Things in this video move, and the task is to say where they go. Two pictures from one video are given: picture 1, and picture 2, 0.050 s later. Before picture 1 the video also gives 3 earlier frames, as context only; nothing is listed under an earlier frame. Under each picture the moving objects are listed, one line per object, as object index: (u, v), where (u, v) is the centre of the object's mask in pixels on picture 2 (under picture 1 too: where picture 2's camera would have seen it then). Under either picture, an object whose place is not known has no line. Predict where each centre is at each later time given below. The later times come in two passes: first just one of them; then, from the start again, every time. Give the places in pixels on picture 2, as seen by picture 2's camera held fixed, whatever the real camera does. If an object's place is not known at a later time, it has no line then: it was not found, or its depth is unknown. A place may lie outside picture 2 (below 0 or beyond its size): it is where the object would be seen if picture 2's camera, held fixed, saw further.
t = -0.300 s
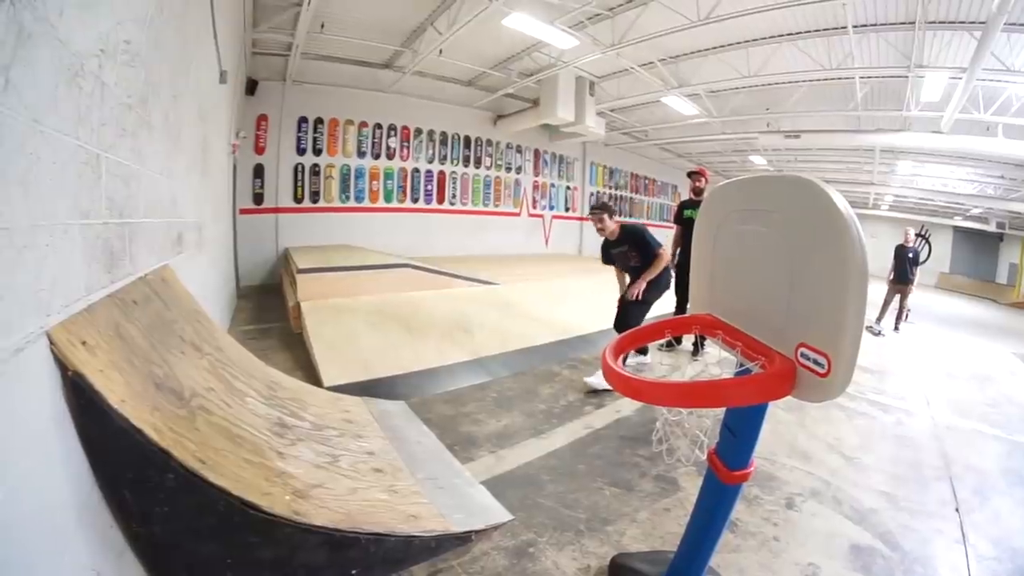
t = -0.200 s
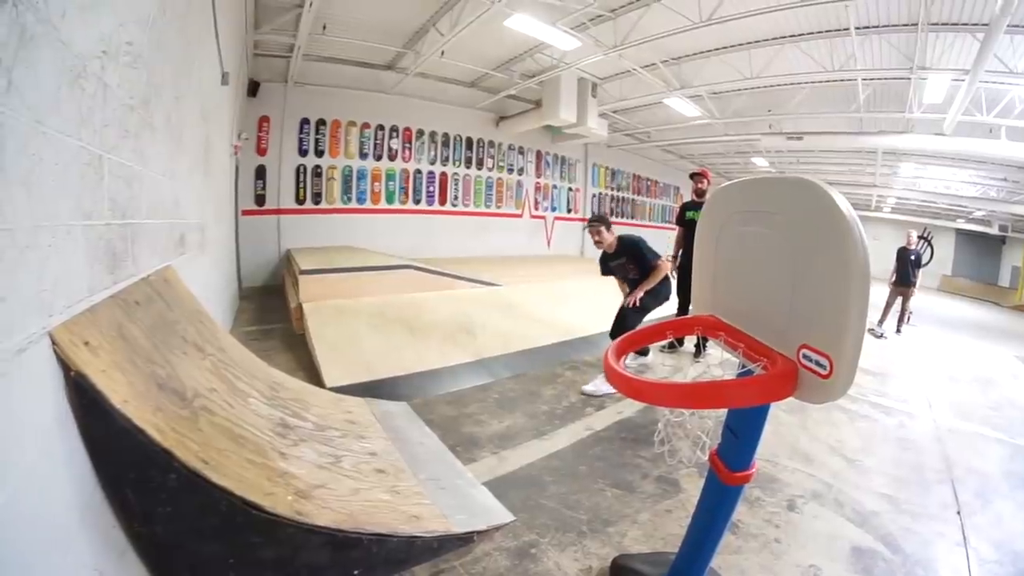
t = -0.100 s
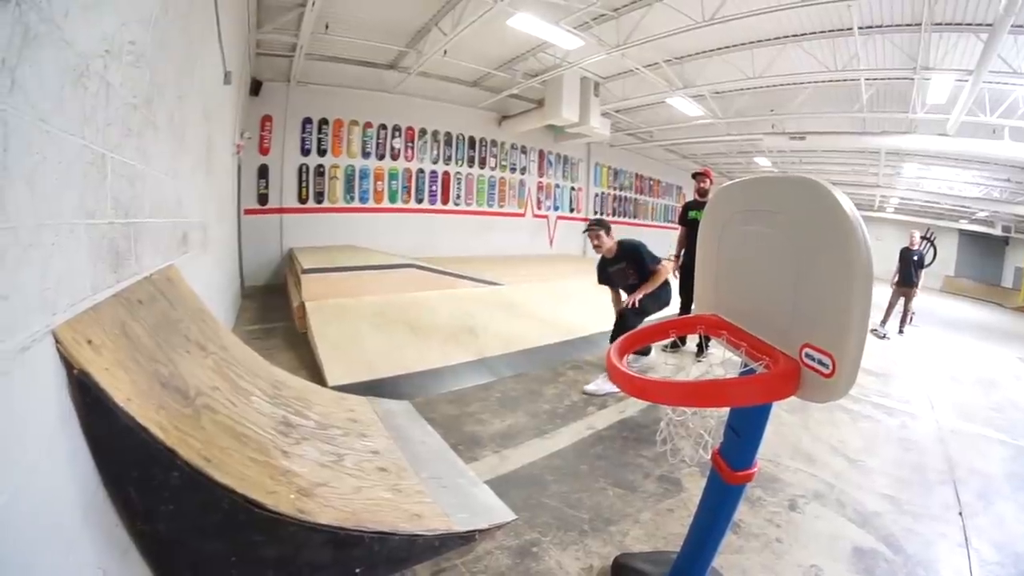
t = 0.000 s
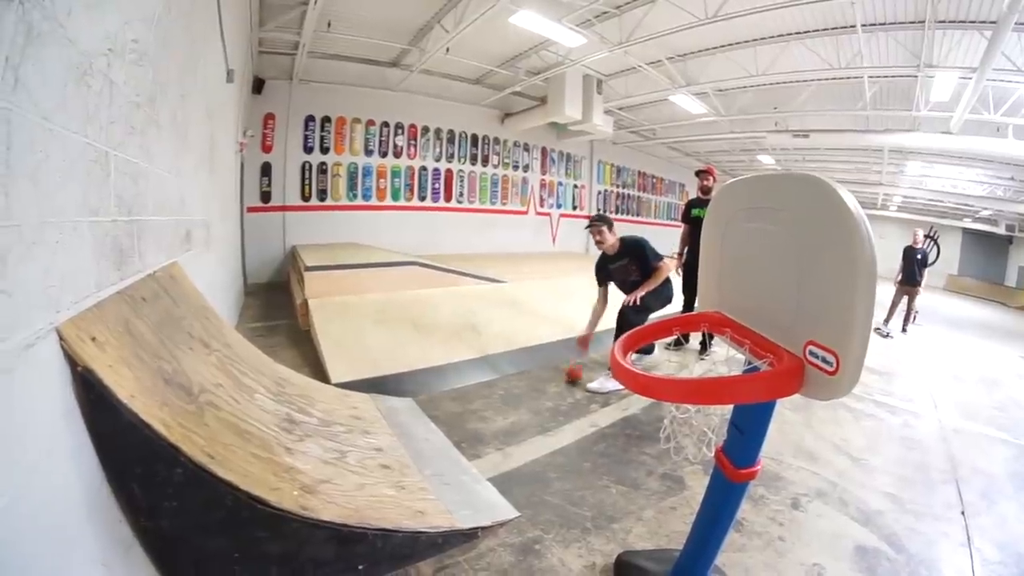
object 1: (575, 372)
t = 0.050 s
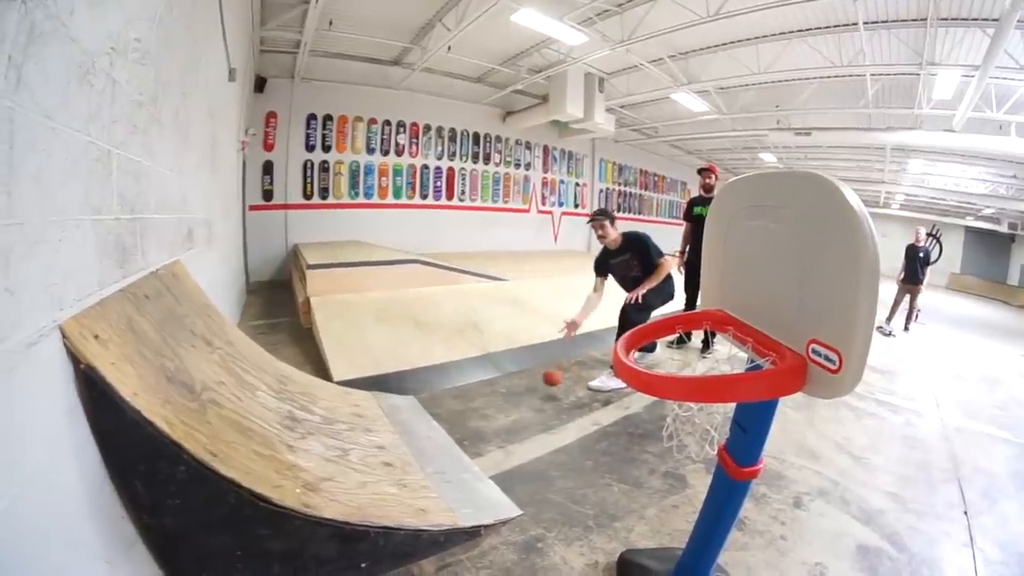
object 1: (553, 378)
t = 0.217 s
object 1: (429, 431)
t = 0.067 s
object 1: (543, 380)
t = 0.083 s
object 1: (534, 382)
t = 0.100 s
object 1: (524, 387)
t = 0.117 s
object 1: (512, 391)
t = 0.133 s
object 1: (501, 395)
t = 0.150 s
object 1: (489, 401)
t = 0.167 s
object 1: (476, 408)
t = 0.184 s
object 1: (461, 414)
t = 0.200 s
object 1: (446, 422)
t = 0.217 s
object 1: (429, 431)
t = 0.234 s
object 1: (414, 435)
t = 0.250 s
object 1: (403, 429)
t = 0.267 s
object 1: (391, 423)
